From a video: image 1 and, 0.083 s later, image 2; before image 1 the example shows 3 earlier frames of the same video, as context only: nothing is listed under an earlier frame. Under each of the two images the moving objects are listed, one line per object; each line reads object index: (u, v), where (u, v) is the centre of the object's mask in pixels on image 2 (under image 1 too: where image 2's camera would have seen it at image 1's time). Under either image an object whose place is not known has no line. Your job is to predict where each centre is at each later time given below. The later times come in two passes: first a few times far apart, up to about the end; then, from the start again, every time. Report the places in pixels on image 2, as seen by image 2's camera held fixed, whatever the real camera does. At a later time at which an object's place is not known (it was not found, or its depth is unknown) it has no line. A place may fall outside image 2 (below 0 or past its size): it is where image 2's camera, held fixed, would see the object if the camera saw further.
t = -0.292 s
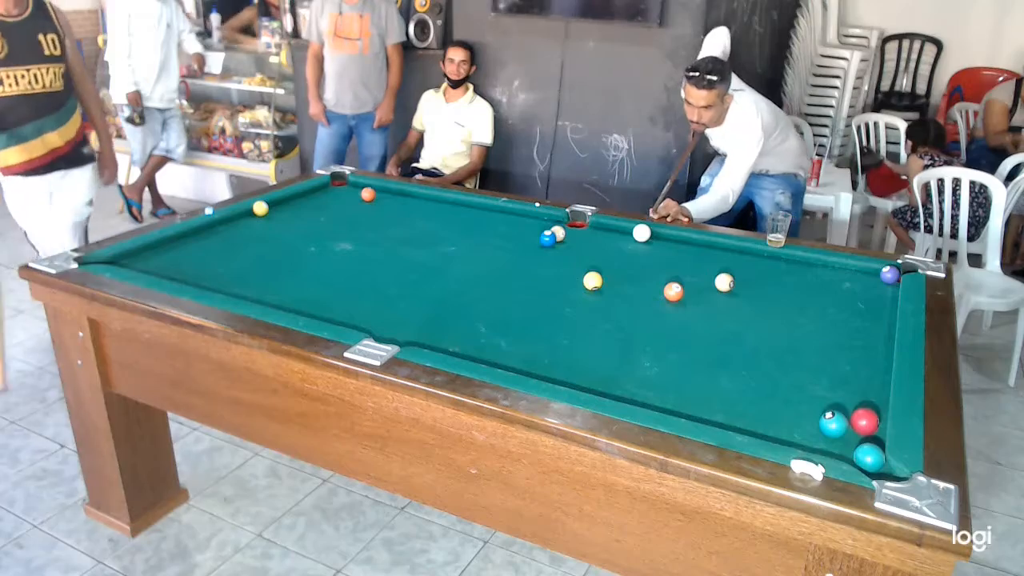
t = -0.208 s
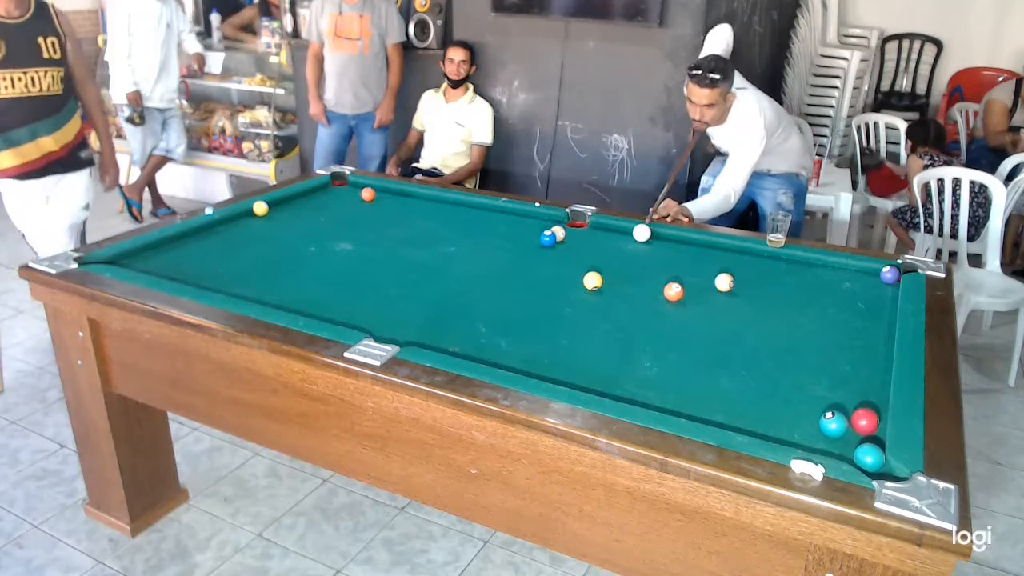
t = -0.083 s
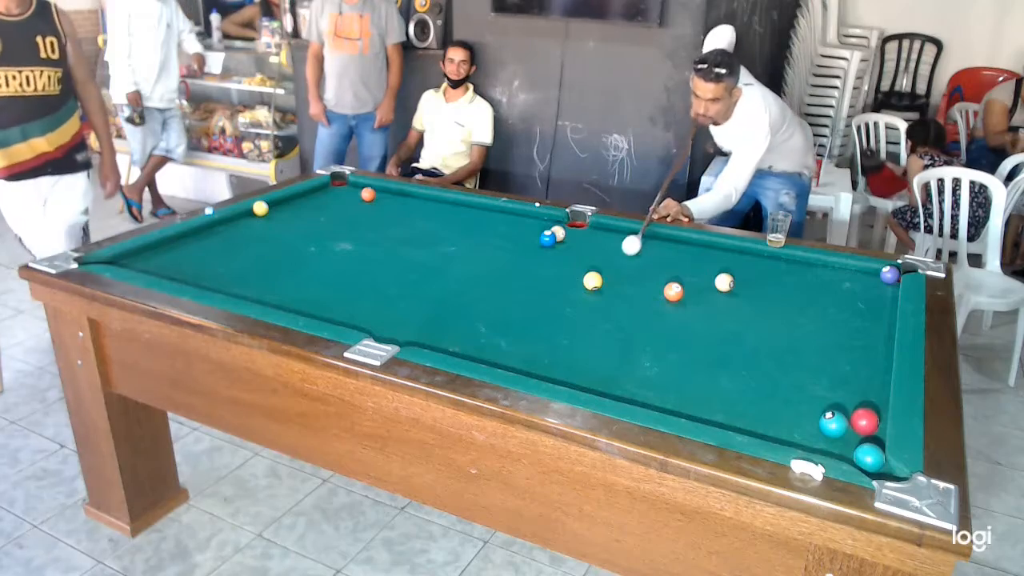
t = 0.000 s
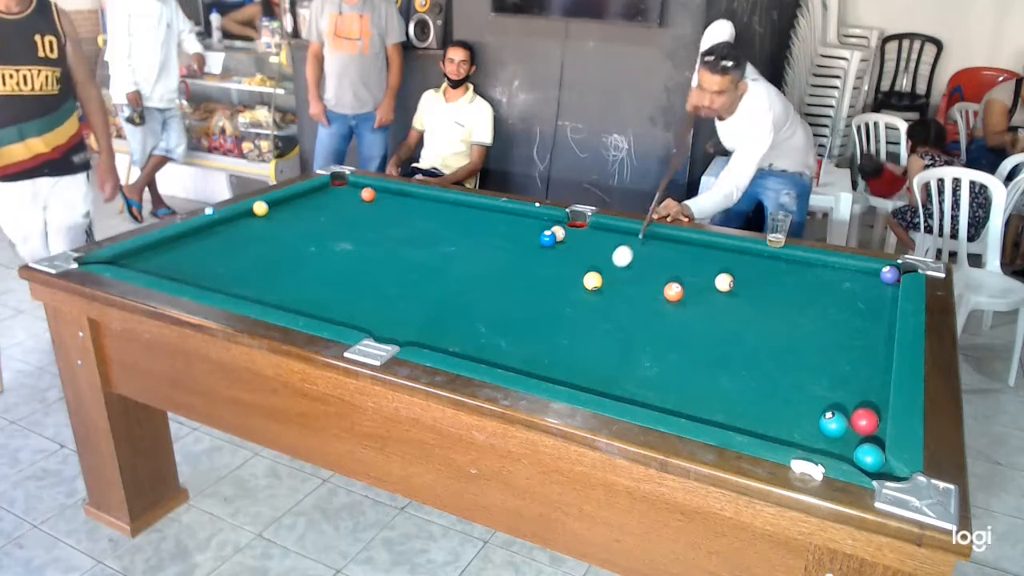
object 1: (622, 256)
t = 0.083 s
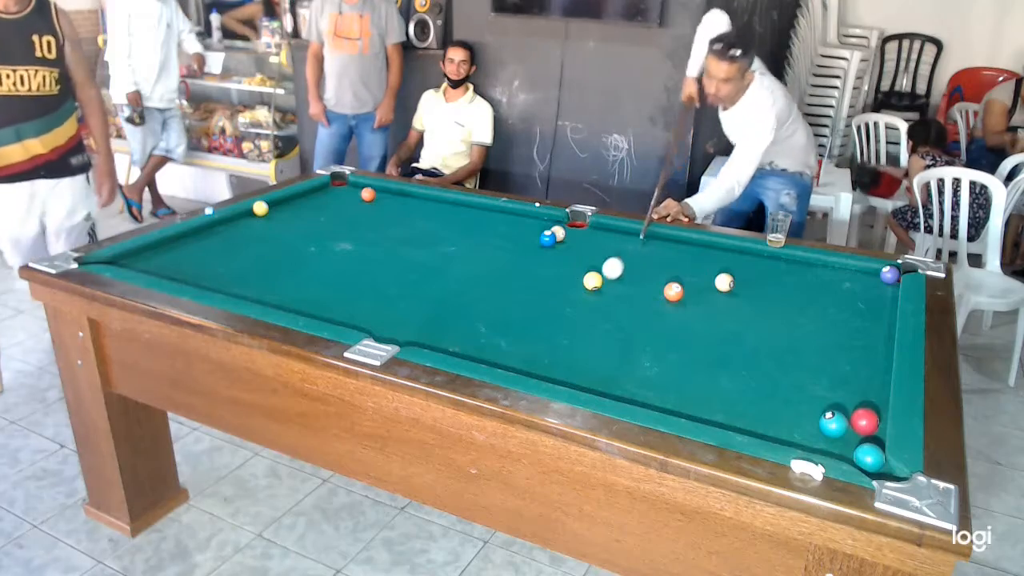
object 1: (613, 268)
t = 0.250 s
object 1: (615, 286)
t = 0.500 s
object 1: (628, 314)
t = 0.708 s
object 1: (640, 339)
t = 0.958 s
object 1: (657, 374)
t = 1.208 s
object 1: (677, 408)
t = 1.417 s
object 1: (707, 401)
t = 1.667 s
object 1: (740, 390)
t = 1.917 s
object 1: (769, 380)
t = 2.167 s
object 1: (794, 371)
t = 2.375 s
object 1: (813, 364)
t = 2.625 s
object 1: (832, 357)
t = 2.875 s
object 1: (849, 350)
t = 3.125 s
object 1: (864, 345)
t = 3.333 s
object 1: (874, 341)
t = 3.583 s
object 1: (880, 336)
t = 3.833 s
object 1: (876, 331)
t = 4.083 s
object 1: (871, 327)
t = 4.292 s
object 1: (868, 325)
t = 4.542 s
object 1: (865, 323)
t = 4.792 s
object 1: (863, 322)
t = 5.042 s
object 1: (863, 322)
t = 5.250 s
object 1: (863, 322)
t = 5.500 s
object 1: (863, 322)
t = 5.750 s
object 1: (863, 322)
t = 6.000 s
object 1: (863, 322)
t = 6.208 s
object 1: (863, 322)
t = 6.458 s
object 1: (863, 322)
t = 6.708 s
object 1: (863, 322)
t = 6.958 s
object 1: (863, 322)
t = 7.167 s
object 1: (863, 322)
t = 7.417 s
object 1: (863, 322)
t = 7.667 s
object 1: (863, 322)
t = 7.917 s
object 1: (863, 322)
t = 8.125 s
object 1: (863, 322)
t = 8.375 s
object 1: (863, 322)
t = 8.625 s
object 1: (863, 322)
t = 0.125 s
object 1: (609, 274)
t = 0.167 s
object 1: (610, 278)
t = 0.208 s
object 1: (613, 282)
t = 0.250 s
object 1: (615, 286)
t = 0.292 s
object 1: (617, 291)
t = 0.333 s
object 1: (619, 295)
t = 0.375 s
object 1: (621, 300)
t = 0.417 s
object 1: (624, 304)
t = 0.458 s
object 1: (626, 309)
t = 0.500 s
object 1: (628, 314)
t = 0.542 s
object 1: (631, 319)
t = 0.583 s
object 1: (633, 324)
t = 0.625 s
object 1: (635, 329)
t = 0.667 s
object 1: (638, 334)
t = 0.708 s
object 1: (640, 339)
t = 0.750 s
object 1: (643, 345)
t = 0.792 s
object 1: (646, 351)
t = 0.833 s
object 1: (648, 356)
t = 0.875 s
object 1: (651, 362)
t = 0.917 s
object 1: (654, 368)
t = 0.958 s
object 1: (657, 374)
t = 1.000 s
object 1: (660, 381)
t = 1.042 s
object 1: (663, 387)
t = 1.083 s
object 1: (666, 394)
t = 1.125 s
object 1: (669, 400)
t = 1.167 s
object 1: (672, 404)
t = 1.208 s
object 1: (677, 408)
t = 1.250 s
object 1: (683, 407)
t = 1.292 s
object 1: (689, 406)
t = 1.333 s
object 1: (695, 405)
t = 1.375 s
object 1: (701, 403)
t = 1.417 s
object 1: (707, 401)
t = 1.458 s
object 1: (712, 399)
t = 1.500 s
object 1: (718, 397)
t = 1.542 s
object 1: (724, 395)
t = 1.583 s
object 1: (729, 394)
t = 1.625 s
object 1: (734, 392)
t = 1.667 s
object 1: (740, 390)
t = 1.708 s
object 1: (745, 388)
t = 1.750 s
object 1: (750, 386)
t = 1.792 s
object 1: (754, 385)
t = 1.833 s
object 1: (759, 383)
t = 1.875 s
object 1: (764, 382)
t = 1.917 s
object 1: (769, 380)
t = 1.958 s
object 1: (773, 378)
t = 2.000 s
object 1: (777, 377)
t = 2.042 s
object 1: (782, 375)
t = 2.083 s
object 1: (786, 374)
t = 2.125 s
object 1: (790, 372)
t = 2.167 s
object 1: (794, 371)
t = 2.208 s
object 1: (798, 369)
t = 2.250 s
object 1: (802, 368)
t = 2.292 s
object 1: (805, 367)
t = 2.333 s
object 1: (809, 366)
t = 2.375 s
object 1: (813, 364)
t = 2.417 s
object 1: (816, 363)
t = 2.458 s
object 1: (820, 362)
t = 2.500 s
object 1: (823, 360)
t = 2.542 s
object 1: (826, 359)
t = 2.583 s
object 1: (829, 358)
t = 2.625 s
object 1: (832, 357)
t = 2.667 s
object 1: (835, 356)
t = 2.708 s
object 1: (838, 354)
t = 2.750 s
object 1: (841, 353)
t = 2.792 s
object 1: (844, 352)
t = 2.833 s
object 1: (846, 351)
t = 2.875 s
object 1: (849, 350)
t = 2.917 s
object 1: (852, 349)
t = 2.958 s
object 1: (854, 348)
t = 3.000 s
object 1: (857, 347)
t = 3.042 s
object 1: (859, 346)
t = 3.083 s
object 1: (861, 345)
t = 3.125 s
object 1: (864, 345)
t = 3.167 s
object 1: (866, 344)
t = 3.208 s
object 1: (868, 343)
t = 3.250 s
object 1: (870, 342)
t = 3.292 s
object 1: (872, 341)
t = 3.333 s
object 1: (874, 341)
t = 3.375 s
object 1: (876, 340)
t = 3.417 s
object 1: (878, 339)
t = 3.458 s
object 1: (880, 338)
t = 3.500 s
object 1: (881, 337)
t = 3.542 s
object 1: (881, 337)
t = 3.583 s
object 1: (880, 336)
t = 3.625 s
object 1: (879, 335)
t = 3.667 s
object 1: (879, 334)
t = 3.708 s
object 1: (878, 333)
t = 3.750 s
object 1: (877, 333)
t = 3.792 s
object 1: (876, 332)
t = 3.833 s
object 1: (876, 331)
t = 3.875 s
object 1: (875, 330)
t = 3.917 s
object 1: (874, 330)
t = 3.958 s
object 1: (874, 329)
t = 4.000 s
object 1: (873, 328)
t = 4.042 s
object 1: (872, 328)
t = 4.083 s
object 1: (871, 327)
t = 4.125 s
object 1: (871, 327)
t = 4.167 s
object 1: (870, 326)
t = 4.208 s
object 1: (869, 326)
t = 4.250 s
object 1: (869, 325)
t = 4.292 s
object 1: (868, 325)
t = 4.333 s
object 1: (867, 325)
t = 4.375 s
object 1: (867, 324)
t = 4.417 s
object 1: (866, 324)
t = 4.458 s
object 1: (866, 324)
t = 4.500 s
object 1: (865, 323)
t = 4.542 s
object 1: (865, 323)
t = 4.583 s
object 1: (865, 323)
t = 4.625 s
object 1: (864, 322)
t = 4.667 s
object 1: (864, 322)
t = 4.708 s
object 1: (864, 322)
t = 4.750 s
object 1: (863, 322)
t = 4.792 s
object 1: (863, 322)
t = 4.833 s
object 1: (863, 322)
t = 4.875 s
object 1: (863, 322)
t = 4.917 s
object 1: (863, 322)
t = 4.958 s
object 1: (863, 322)
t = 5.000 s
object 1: (863, 322)
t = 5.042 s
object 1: (863, 322)
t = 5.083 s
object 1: (863, 322)
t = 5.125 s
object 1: (863, 322)
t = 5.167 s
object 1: (863, 322)
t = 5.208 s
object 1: (863, 322)
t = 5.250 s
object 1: (863, 322)
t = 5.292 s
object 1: (863, 322)
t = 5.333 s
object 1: (863, 322)
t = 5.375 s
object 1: (863, 322)
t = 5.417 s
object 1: (863, 322)
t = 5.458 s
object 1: (863, 322)
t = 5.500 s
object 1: (863, 322)
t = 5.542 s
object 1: (863, 322)
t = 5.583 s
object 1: (863, 322)
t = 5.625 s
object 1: (863, 322)
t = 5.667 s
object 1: (863, 322)
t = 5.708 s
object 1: (863, 322)
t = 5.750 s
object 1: (863, 322)
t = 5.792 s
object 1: (863, 322)
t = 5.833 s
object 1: (863, 322)
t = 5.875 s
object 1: (863, 322)
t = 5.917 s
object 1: (863, 322)
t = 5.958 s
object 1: (863, 322)
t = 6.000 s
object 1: (863, 322)
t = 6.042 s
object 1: (863, 322)
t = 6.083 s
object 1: (863, 322)
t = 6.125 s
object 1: (863, 322)
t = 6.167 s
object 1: (863, 322)
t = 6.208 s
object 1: (863, 322)
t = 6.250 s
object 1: (863, 322)
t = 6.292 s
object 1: (863, 322)
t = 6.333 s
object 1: (863, 322)
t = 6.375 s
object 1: (863, 322)
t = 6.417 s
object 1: (863, 322)
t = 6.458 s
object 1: (863, 322)
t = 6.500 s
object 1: (863, 322)
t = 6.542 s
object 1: (863, 322)
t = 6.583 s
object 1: (863, 322)
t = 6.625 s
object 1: (863, 322)
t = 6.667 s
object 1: (863, 322)
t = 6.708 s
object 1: (863, 322)
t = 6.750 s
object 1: (863, 322)
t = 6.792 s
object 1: (863, 322)
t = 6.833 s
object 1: (863, 322)
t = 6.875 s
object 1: (863, 322)
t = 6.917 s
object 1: (863, 322)
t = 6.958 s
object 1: (863, 322)
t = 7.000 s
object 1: (863, 322)
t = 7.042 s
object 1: (863, 322)
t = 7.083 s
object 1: (863, 322)
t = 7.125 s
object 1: (863, 322)
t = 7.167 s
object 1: (863, 322)
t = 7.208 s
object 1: (863, 322)
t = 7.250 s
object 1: (863, 322)
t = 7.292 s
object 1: (863, 322)
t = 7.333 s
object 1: (863, 322)
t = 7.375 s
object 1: (863, 322)
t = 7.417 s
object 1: (863, 322)
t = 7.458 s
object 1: (863, 322)
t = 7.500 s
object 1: (863, 322)
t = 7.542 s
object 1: (863, 322)
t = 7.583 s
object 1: (863, 322)
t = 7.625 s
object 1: (863, 322)
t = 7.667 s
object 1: (863, 322)
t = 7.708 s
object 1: (863, 322)
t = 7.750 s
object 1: (863, 322)
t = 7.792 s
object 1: (863, 322)
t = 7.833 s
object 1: (863, 322)
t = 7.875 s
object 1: (863, 322)
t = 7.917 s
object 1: (863, 322)
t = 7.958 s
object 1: (863, 322)
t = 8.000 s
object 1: (863, 322)
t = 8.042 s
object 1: (863, 322)
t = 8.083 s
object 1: (863, 322)
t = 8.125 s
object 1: (863, 322)
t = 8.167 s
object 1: (863, 322)
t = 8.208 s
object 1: (863, 322)
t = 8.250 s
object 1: (863, 322)
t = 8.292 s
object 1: (863, 322)
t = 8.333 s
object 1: (863, 322)
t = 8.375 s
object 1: (863, 322)
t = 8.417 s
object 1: (863, 322)
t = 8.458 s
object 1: (863, 322)
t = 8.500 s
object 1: (863, 322)
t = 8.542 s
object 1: (863, 322)
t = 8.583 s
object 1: (863, 322)
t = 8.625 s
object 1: (863, 322)
